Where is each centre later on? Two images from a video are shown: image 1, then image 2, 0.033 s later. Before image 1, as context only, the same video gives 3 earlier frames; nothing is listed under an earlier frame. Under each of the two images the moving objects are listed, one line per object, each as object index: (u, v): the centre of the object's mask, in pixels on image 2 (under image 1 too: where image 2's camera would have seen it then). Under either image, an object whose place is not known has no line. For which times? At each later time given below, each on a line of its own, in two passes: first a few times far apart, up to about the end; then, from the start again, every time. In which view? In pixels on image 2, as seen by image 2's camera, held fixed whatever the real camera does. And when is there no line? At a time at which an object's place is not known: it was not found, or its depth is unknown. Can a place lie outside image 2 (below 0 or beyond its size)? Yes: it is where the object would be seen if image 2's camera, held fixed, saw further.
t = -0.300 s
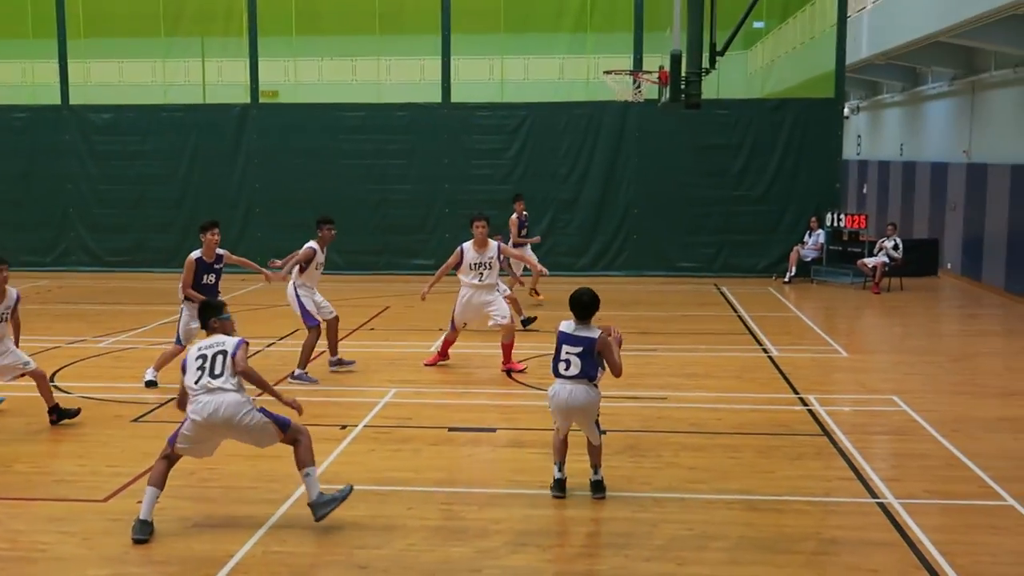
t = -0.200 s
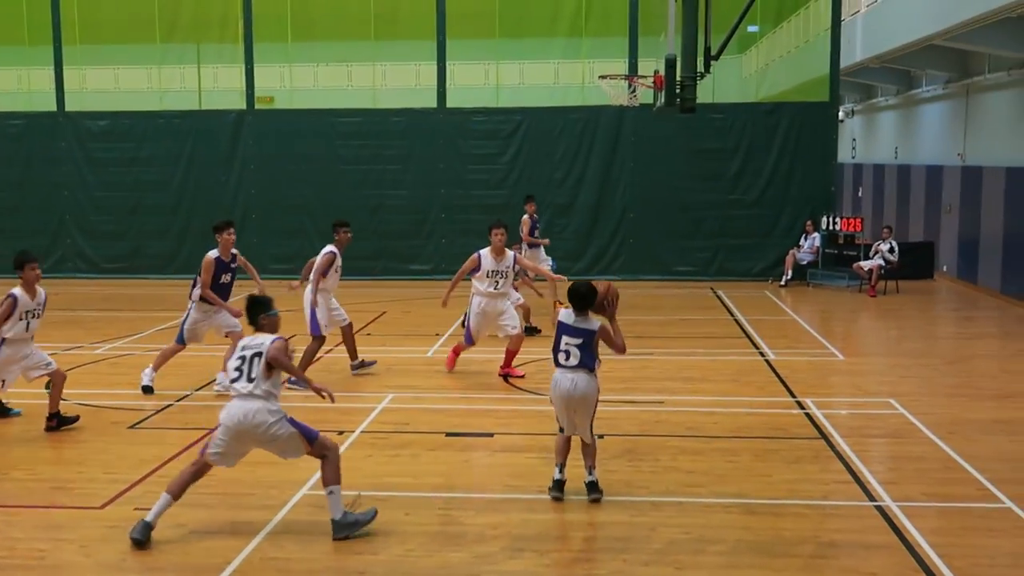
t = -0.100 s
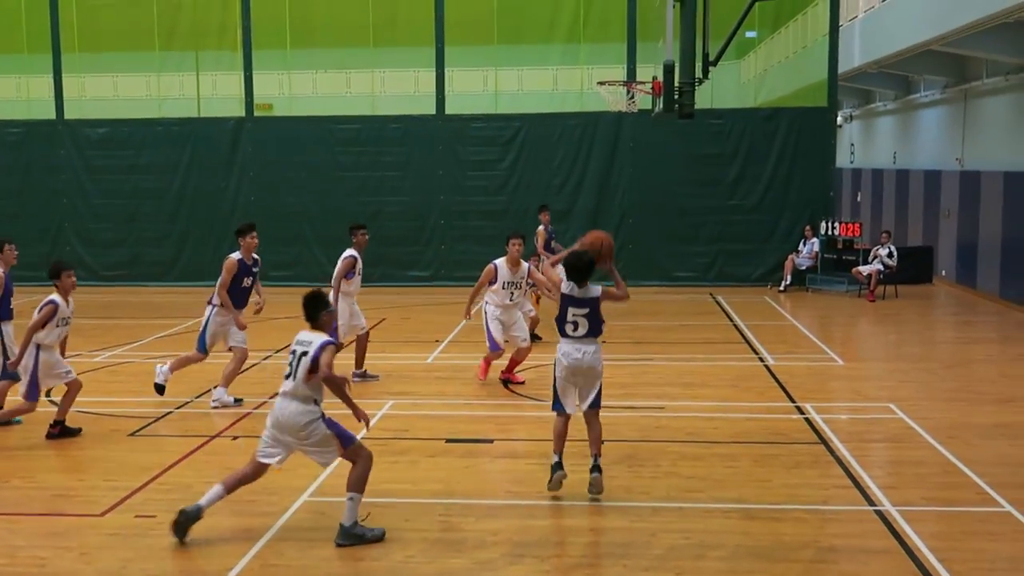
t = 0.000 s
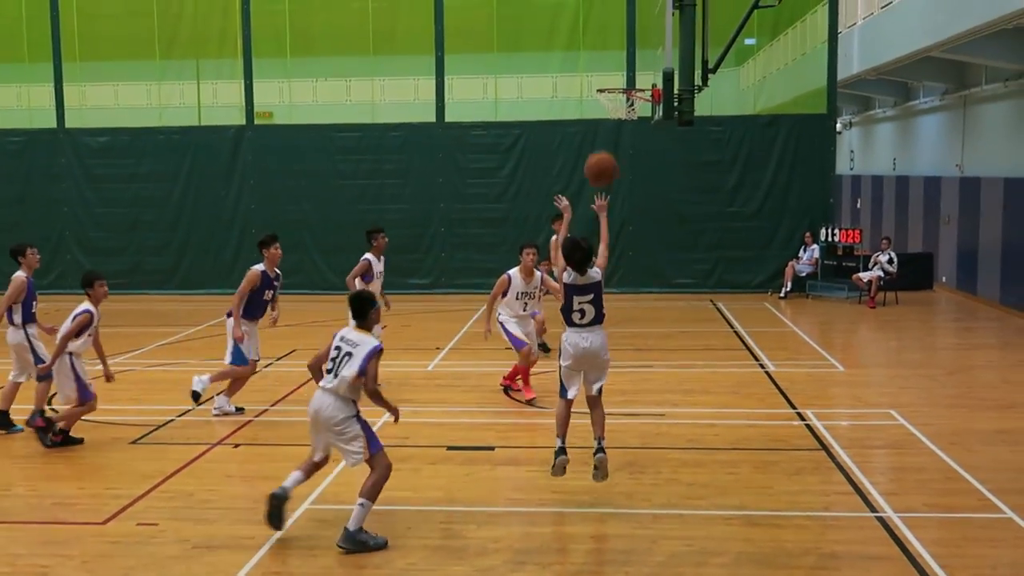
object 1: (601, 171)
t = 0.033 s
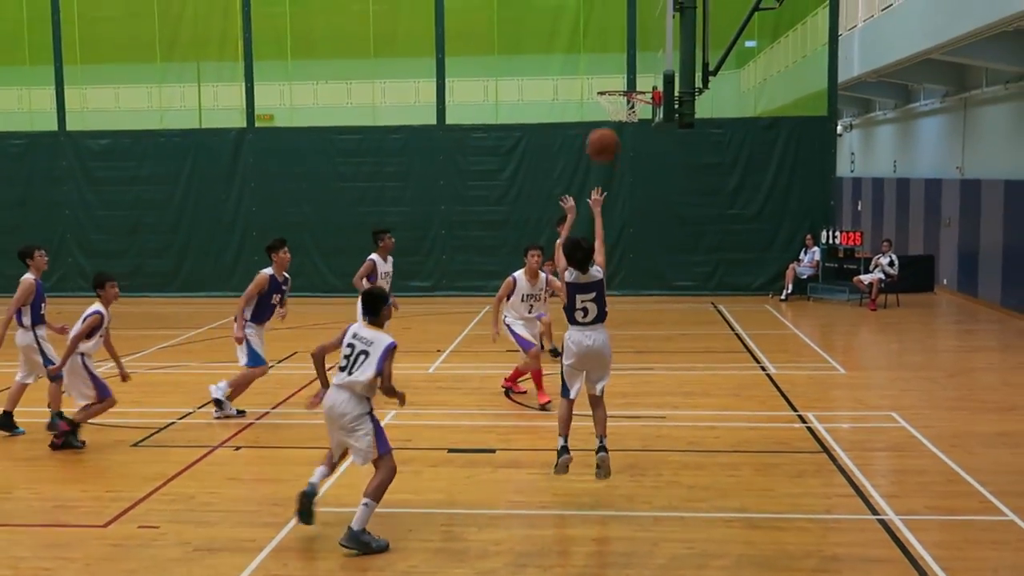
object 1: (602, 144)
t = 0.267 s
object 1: (608, 18)
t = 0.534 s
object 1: (613, -19)
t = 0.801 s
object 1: (618, 19)
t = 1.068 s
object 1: (627, 87)
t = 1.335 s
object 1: (595, 58)
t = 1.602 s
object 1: (561, 93)
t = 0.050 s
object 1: (602, 133)
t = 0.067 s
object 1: (603, 121)
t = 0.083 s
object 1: (603, 109)
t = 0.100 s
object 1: (604, 99)
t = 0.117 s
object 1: (604, 89)
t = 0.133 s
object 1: (604, 79)
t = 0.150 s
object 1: (605, 69)
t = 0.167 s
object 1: (605, 61)
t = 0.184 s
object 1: (606, 53)
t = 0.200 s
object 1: (606, 44)
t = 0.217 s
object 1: (607, 37)
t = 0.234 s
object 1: (607, 30)
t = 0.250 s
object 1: (607, 24)
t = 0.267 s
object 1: (608, 18)
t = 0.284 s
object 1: (608, 12)
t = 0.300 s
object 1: (609, 7)
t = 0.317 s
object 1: (609, 2)
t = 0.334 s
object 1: (609, -2)
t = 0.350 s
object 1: (610, -6)
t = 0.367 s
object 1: (610, -9)
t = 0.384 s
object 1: (610, -11)
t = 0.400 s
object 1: (611, -13)
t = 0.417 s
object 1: (611, -14)
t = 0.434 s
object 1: (611, -15)
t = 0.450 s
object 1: (612, -16)
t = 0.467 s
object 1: (612, -17)
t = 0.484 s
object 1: (612, -18)
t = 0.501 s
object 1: (613, -18)
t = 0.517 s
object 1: (613, -19)
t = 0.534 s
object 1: (613, -19)
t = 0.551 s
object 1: (613, -19)
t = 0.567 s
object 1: (614, -19)
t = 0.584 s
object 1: (614, -18)
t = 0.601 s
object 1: (614, -18)
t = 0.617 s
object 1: (615, -17)
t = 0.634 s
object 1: (615, -16)
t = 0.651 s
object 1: (615, -13)
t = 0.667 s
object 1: (616, -11)
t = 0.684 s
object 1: (616, -8)
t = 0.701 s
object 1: (616, -5)
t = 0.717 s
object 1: (616, -2)
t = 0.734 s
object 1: (616, 2)
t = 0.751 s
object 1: (617, 6)
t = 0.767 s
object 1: (617, 9)
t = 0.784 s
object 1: (617, 14)
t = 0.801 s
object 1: (618, 19)
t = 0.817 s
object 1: (618, 23)
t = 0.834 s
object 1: (618, 28)
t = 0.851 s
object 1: (618, 33)
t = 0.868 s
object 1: (619, 39)
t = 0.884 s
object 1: (619, 44)
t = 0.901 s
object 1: (619, 50)
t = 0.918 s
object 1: (619, 56)
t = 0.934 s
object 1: (619, 62)
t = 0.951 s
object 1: (619, 68)
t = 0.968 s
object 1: (620, 75)
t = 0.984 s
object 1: (620, 81)
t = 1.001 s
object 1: (621, 88)
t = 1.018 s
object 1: (622, 88)
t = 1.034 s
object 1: (623, 87)
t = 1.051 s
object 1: (625, 87)
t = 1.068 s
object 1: (627, 87)
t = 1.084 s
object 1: (627, 86)
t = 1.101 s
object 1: (626, 84)
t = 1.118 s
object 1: (624, 80)
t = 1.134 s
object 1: (621, 76)
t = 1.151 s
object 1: (619, 74)
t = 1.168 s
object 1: (617, 71)
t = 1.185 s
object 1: (614, 69)
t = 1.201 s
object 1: (612, 66)
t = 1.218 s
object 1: (610, 65)
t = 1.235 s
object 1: (607, 63)
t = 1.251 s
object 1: (605, 61)
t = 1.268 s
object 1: (603, 60)
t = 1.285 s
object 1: (601, 59)
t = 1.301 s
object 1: (598, 59)
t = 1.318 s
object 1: (597, 58)
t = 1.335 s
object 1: (595, 58)
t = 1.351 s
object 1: (592, 59)
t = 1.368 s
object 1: (590, 59)
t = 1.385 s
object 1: (588, 60)
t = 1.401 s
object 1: (586, 61)
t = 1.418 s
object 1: (584, 62)
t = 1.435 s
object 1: (581, 64)
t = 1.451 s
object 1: (579, 66)
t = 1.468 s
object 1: (577, 68)
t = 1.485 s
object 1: (575, 70)
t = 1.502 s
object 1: (573, 73)
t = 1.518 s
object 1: (571, 76)
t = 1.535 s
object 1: (569, 78)
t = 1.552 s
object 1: (567, 82)
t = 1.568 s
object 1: (565, 86)
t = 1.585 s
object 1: (563, 89)
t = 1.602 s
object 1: (561, 93)
